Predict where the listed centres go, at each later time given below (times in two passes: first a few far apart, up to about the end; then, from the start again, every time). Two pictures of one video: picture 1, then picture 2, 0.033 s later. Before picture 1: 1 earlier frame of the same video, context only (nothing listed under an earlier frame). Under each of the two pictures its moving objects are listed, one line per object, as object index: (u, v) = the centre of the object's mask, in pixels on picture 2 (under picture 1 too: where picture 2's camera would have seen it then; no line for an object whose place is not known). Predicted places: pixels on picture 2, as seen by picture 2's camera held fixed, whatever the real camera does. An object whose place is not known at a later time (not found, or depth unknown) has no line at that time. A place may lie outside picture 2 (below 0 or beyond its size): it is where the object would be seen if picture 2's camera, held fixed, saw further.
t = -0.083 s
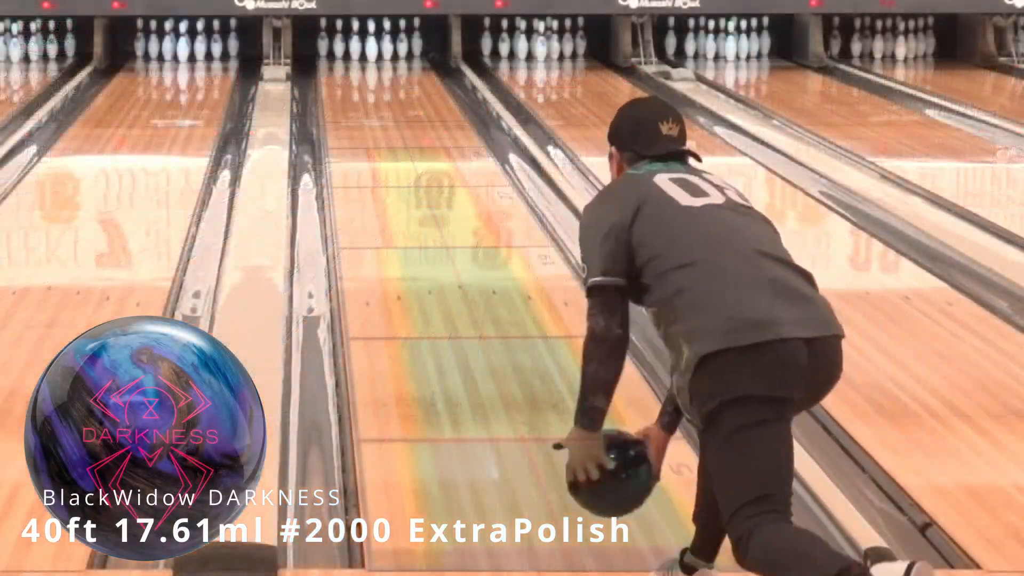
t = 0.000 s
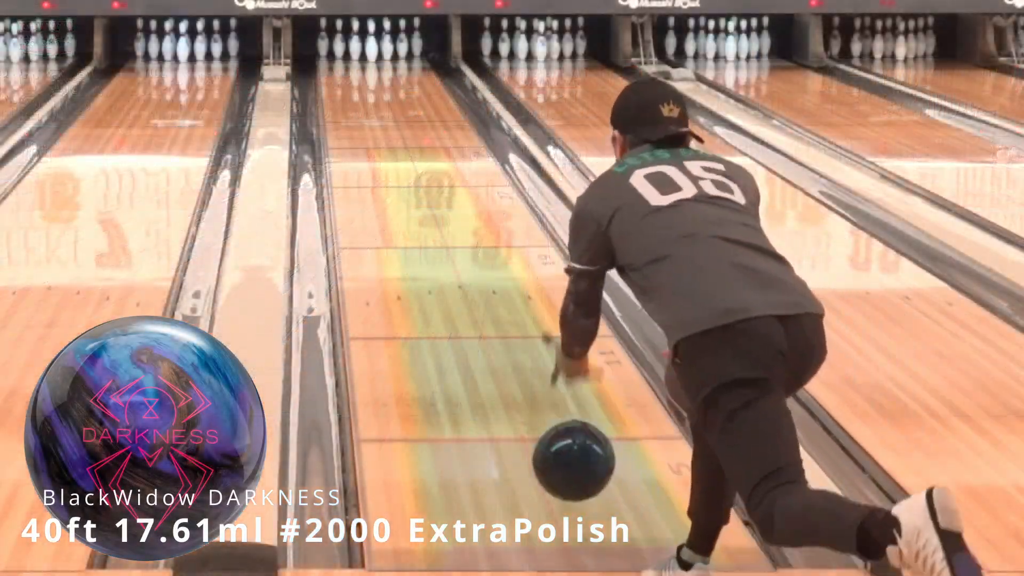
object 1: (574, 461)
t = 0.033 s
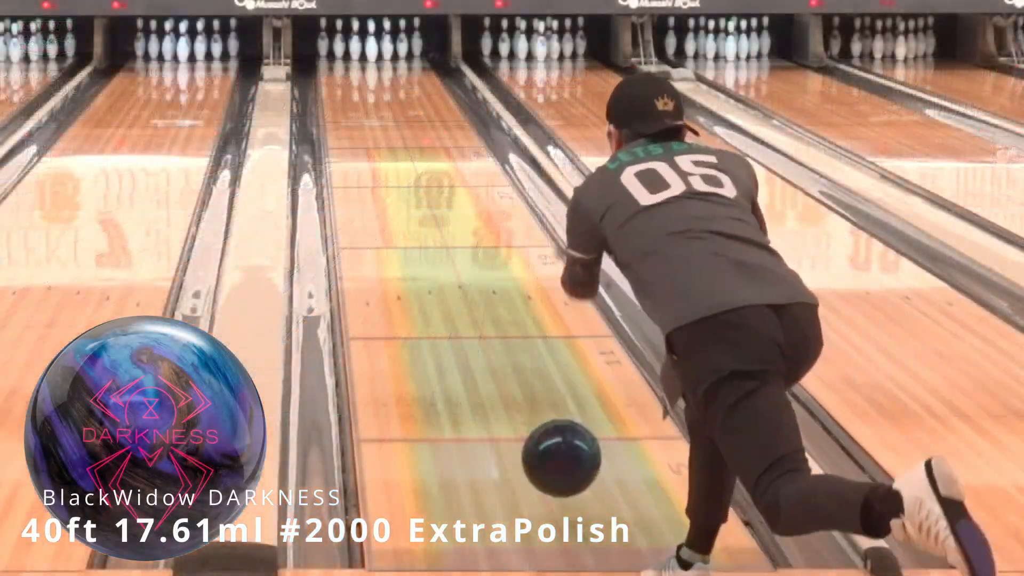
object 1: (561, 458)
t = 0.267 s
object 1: (494, 389)
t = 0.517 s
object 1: (446, 308)
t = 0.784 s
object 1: (409, 245)
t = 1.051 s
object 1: (383, 199)
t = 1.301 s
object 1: (365, 165)
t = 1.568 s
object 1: (350, 137)
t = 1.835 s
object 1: (341, 113)
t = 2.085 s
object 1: (338, 96)
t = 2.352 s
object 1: (340, 80)
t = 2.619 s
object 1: (351, 68)
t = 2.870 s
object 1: (360, 57)
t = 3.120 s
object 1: (364, 50)
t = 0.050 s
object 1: (555, 458)
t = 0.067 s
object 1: (550, 459)
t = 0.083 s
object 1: (544, 461)
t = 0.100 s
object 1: (539, 463)
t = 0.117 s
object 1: (534, 453)
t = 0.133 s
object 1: (529, 443)
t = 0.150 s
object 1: (524, 435)
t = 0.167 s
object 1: (519, 428)
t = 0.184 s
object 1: (515, 422)
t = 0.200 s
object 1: (511, 416)
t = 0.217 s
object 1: (506, 409)
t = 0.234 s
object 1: (502, 402)
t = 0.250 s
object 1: (498, 395)
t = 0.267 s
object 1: (494, 389)
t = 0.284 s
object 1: (490, 382)
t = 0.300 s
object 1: (487, 376)
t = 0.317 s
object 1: (483, 370)
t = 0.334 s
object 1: (479, 364)
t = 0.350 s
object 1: (476, 359)
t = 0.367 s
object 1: (472, 353)
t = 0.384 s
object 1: (469, 347)
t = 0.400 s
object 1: (466, 342)
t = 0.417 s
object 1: (463, 337)
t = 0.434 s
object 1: (460, 332)
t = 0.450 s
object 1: (457, 327)
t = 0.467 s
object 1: (454, 322)
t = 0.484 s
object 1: (451, 317)
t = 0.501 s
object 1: (448, 312)
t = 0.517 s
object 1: (446, 308)
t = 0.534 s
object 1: (443, 303)
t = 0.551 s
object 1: (440, 299)
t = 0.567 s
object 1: (438, 294)
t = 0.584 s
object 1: (435, 290)
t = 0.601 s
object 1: (433, 286)
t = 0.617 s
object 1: (430, 282)
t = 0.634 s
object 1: (428, 278)
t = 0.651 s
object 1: (426, 274)
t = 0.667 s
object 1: (423, 270)
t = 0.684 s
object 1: (421, 267)
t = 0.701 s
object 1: (419, 263)
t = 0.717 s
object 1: (417, 260)
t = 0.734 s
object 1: (415, 256)
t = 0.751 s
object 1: (413, 252)
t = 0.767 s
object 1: (411, 249)
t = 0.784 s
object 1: (409, 245)
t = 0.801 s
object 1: (407, 242)
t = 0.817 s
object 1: (405, 239)
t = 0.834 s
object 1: (404, 236)
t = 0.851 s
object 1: (402, 233)
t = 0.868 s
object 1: (400, 230)
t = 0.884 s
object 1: (398, 226)
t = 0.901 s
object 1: (396, 224)
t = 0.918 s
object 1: (395, 221)
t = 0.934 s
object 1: (393, 218)
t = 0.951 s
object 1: (392, 215)
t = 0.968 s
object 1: (390, 212)
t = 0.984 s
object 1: (389, 210)
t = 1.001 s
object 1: (387, 207)
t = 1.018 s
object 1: (386, 204)
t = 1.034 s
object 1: (384, 202)
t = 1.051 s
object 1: (383, 199)
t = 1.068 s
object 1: (381, 197)
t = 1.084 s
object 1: (380, 194)
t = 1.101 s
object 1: (379, 192)
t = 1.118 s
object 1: (377, 189)
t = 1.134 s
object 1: (376, 187)
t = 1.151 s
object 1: (375, 184)
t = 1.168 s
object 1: (374, 182)
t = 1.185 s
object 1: (372, 180)
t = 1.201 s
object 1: (371, 178)
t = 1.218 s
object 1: (370, 176)
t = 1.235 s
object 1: (369, 174)
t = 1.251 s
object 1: (368, 171)
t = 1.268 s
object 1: (367, 169)
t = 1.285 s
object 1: (366, 167)
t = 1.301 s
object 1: (365, 165)
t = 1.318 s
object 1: (364, 163)
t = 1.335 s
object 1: (363, 161)
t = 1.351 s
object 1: (362, 159)
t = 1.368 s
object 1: (361, 157)
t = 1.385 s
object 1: (359, 155)
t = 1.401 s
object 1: (359, 153)
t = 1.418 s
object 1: (358, 152)
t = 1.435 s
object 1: (357, 150)
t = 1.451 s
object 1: (356, 148)
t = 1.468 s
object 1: (355, 146)
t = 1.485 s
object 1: (354, 145)
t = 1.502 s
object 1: (353, 143)
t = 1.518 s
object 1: (352, 142)
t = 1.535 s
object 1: (351, 140)
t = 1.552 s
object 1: (351, 138)
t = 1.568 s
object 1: (350, 137)
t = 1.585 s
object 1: (349, 135)
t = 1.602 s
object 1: (349, 134)
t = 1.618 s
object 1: (348, 132)
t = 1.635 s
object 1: (347, 130)
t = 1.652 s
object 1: (347, 129)
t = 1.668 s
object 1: (346, 127)
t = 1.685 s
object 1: (345, 126)
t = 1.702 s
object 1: (345, 124)
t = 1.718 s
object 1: (344, 123)
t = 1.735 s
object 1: (344, 121)
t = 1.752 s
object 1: (343, 120)
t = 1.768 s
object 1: (343, 119)
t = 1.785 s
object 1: (342, 117)
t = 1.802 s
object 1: (342, 116)
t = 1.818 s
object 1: (341, 115)
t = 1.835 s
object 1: (341, 113)
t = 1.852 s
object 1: (340, 112)
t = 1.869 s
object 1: (340, 111)
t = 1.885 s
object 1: (340, 110)
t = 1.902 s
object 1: (339, 108)
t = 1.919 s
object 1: (339, 107)
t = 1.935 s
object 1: (339, 106)
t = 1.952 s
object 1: (338, 104)
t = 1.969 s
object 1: (338, 104)
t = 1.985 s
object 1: (338, 102)
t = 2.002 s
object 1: (338, 101)
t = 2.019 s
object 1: (338, 100)
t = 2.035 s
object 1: (338, 99)
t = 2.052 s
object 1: (337, 98)
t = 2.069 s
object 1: (337, 97)
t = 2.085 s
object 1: (338, 96)
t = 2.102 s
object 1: (337, 95)
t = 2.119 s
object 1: (337, 93)
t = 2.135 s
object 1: (337, 92)
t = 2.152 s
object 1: (337, 91)
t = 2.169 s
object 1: (337, 91)
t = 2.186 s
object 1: (338, 89)
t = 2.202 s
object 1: (338, 88)
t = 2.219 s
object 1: (338, 87)
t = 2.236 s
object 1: (338, 86)
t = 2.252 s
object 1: (338, 86)
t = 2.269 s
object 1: (339, 85)
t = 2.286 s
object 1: (339, 83)
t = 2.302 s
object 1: (339, 83)
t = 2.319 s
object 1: (340, 82)
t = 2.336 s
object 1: (340, 81)
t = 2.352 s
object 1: (340, 80)
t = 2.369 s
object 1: (341, 79)
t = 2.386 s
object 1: (342, 79)
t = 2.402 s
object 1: (342, 78)
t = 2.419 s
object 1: (343, 77)
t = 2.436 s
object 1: (343, 76)
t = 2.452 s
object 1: (344, 76)
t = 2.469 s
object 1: (344, 75)
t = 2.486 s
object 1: (346, 74)
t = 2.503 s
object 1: (347, 73)
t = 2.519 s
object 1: (347, 72)
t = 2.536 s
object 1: (348, 71)
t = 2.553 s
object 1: (349, 71)
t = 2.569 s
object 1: (349, 70)
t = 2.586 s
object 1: (349, 69)
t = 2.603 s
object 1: (350, 69)
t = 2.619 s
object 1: (351, 68)
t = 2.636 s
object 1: (351, 67)
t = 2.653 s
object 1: (352, 66)
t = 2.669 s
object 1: (352, 65)
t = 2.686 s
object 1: (353, 65)
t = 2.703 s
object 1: (354, 64)
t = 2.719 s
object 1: (354, 63)
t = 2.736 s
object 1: (354, 62)
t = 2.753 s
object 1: (355, 62)
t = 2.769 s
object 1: (357, 61)
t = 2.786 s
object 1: (357, 60)
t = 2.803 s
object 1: (358, 60)
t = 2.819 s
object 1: (358, 59)
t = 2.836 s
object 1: (359, 58)
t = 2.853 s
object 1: (359, 58)
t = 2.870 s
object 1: (360, 57)
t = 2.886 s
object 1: (360, 56)
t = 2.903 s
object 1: (361, 55)
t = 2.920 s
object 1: (361, 55)
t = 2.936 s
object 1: (362, 54)
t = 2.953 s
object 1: (363, 54)
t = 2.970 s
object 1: (364, 53)
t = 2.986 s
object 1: (364, 52)
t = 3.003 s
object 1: (364, 52)
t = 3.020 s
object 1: (364, 52)
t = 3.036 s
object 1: (364, 51)
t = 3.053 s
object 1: (364, 51)
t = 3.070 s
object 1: (363, 50)
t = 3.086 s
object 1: (364, 50)
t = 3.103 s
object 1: (364, 50)
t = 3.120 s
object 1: (364, 50)
